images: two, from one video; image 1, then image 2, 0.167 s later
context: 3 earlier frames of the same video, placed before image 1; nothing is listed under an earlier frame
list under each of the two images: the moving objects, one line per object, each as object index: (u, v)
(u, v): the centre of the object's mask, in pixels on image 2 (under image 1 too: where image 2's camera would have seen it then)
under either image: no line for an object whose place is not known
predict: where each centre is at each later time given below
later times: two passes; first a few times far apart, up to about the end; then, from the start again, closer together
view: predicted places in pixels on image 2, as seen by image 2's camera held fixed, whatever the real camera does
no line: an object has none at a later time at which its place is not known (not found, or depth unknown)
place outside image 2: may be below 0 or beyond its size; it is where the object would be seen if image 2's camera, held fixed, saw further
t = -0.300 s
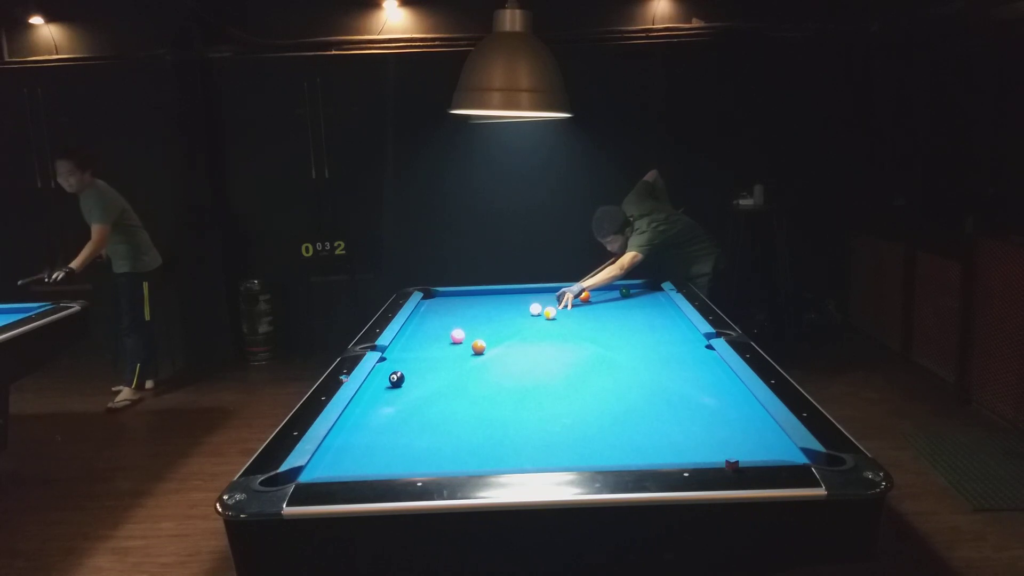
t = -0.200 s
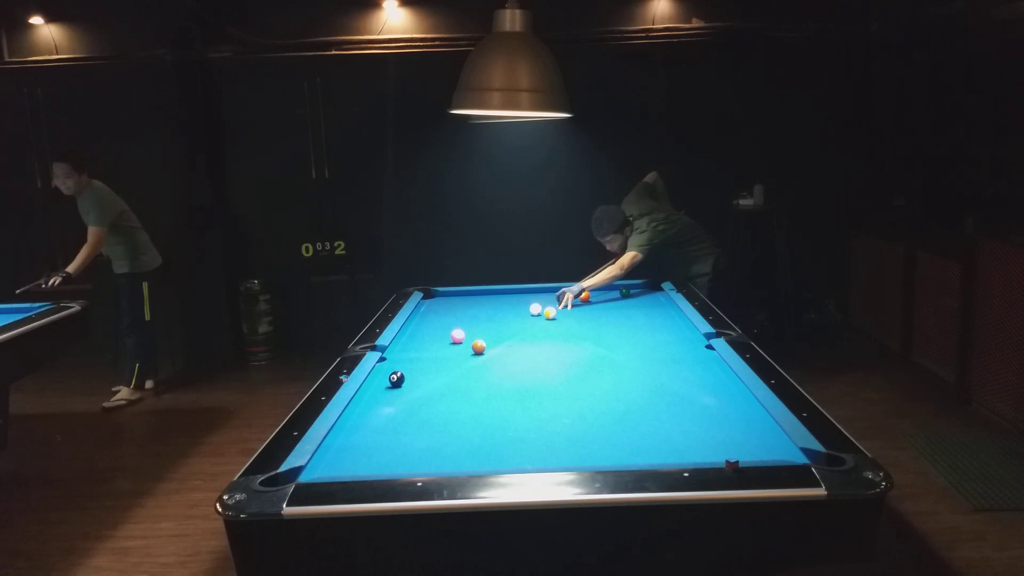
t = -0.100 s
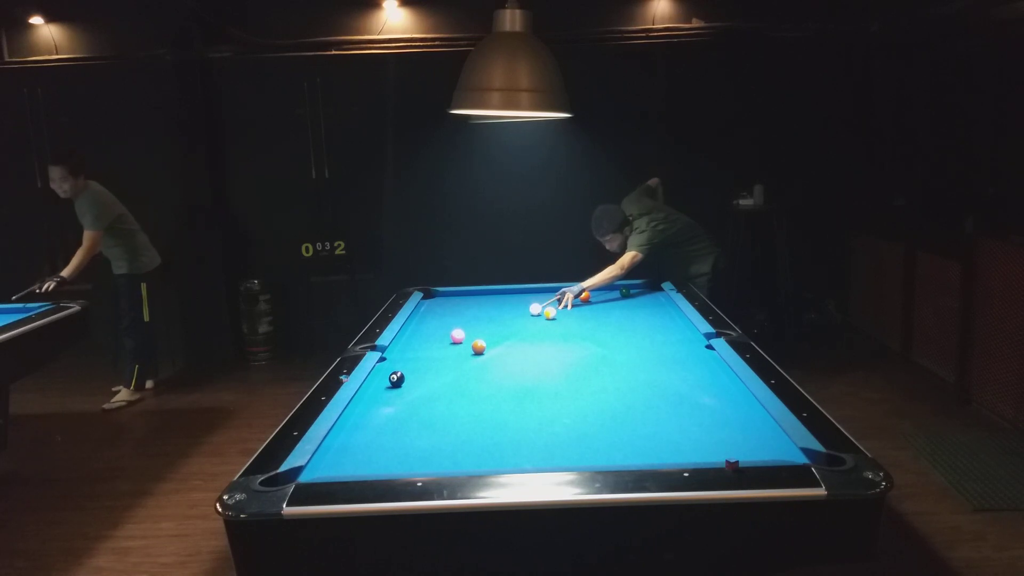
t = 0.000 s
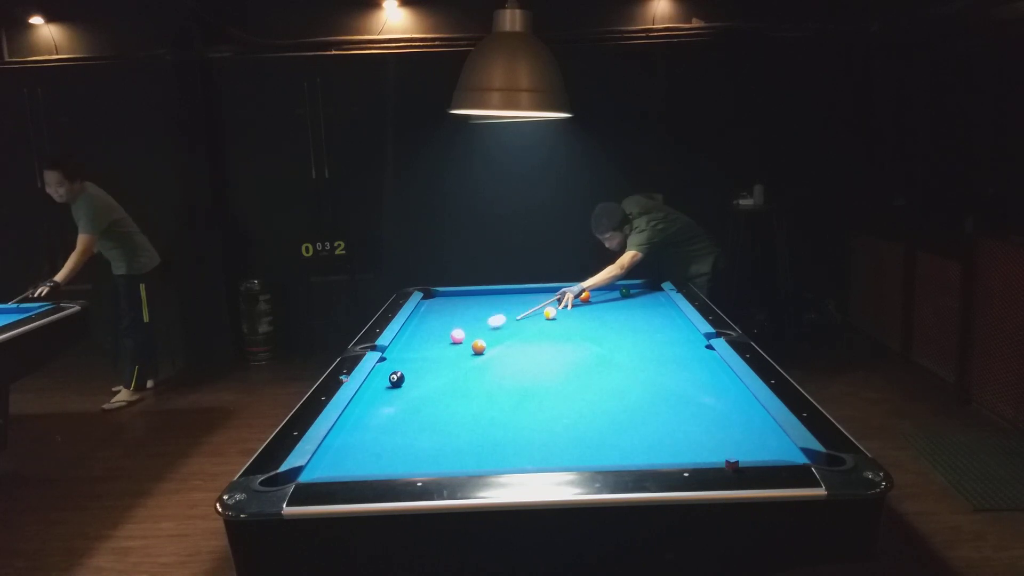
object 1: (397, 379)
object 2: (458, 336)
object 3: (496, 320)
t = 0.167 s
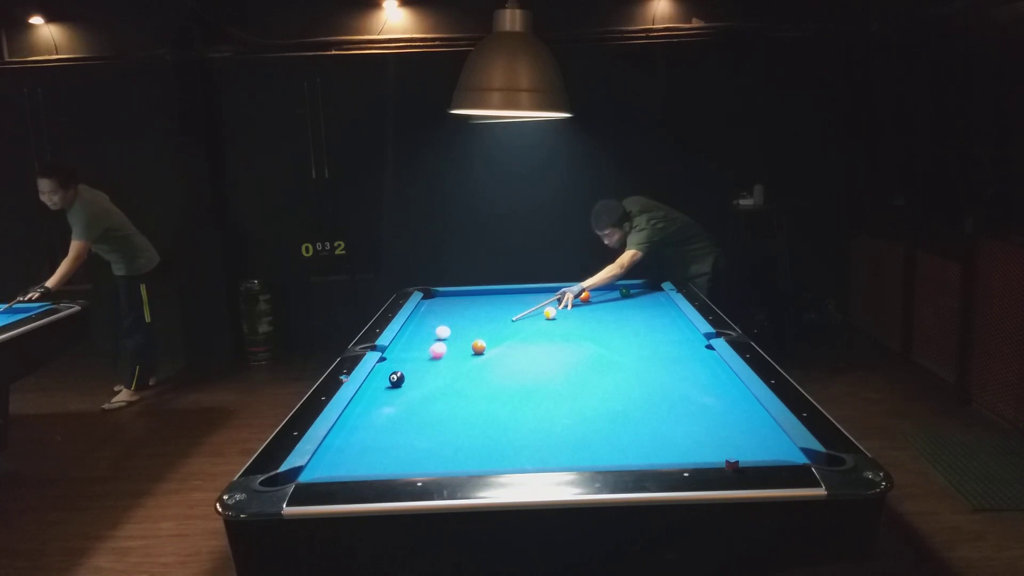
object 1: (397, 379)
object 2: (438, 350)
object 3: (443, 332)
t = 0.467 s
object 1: (368, 404)
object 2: (417, 378)
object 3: (414, 329)
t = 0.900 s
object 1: (412, 450)
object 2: (438, 390)
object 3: (458, 316)
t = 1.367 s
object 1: (482, 450)
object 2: (460, 403)
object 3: (496, 304)
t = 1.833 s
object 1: (547, 422)
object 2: (481, 416)
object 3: (528, 295)
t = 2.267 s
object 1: (595, 401)
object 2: (499, 428)
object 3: (551, 289)
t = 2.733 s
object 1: (637, 384)
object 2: (518, 440)
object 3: (568, 292)
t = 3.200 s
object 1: (670, 370)
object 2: (534, 450)
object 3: (580, 293)
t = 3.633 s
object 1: (696, 360)
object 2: (546, 457)
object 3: (584, 293)
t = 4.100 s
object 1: (703, 352)
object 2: (555, 460)
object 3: (585, 294)
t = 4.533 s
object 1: (689, 349)
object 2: (558, 461)
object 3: (585, 294)
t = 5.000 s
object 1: (678, 347)
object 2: (558, 461)
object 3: (586, 294)
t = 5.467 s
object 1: (670, 345)
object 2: (558, 461)
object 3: (586, 294)
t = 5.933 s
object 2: (558, 461)
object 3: (585, 294)
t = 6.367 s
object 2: (558, 461)
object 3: (585, 294)
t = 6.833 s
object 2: (558, 461)
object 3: (585, 294)
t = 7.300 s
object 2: (558, 461)
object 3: (585, 294)
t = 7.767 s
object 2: (558, 461)
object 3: (585, 294)
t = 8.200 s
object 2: (558, 461)
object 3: (585, 294)
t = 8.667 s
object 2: (558, 461)
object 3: (585, 294)
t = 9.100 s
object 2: (558, 461)
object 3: (585, 294)
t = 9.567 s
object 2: (558, 461)
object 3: (585, 294)
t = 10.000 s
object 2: (558, 461)
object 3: (585, 294)
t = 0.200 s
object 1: (397, 379)
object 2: (430, 356)
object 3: (436, 332)
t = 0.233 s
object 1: (397, 379)
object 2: (422, 362)
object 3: (430, 332)
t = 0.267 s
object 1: (397, 379)
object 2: (415, 367)
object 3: (424, 332)
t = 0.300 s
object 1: (396, 379)
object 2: (408, 373)
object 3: (418, 332)
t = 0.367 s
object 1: (374, 390)
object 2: (411, 375)
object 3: (405, 332)
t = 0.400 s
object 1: (362, 397)
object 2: (414, 376)
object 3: (407, 331)
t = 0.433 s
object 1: (364, 400)
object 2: (415, 377)
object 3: (411, 330)
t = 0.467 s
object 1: (368, 404)
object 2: (417, 378)
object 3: (414, 329)
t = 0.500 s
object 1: (372, 407)
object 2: (419, 379)
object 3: (418, 328)
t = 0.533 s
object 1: (375, 410)
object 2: (420, 380)
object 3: (422, 327)
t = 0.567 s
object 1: (378, 414)
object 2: (422, 381)
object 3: (425, 325)
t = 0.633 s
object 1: (384, 420)
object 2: (425, 382)
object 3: (432, 323)
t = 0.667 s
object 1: (387, 424)
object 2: (427, 383)
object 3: (435, 322)
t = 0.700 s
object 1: (391, 427)
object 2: (428, 384)
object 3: (439, 321)
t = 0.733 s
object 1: (394, 431)
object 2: (430, 385)
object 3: (442, 320)
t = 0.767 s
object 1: (397, 435)
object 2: (431, 386)
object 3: (445, 319)
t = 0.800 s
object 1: (401, 438)
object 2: (433, 387)
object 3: (449, 318)
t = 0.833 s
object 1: (404, 442)
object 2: (434, 388)
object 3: (452, 317)
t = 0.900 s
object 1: (412, 450)
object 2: (438, 390)
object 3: (458, 316)
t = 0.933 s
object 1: (415, 453)
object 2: (439, 391)
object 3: (461, 315)
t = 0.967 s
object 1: (419, 457)
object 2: (441, 392)
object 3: (464, 314)
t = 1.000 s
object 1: (423, 461)
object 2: (443, 393)
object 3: (467, 313)
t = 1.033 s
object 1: (427, 463)
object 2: (444, 394)
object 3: (470, 312)
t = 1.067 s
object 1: (431, 465)
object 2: (446, 395)
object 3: (472, 311)
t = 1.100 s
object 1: (437, 465)
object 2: (447, 396)
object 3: (475, 310)
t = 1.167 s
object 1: (449, 463)
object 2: (450, 398)
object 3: (481, 309)
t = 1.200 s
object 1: (455, 461)
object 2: (452, 399)
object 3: (483, 308)
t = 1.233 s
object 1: (461, 460)
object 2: (454, 400)
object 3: (486, 307)
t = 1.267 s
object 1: (466, 458)
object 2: (455, 401)
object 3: (488, 306)
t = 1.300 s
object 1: (472, 456)
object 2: (457, 402)
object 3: (491, 306)
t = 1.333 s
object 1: (477, 453)
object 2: (458, 403)
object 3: (494, 305)
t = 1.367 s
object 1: (482, 450)
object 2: (460, 403)
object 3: (496, 304)
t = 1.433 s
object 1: (493, 446)
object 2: (463, 405)
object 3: (501, 303)
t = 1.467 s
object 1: (498, 444)
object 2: (464, 406)
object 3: (503, 302)
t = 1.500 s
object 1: (503, 442)
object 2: (466, 407)
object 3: (506, 301)
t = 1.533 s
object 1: (508, 440)
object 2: (468, 408)
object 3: (508, 301)
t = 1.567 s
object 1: (512, 438)
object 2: (469, 409)
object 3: (510, 300)
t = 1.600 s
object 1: (517, 436)
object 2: (471, 410)
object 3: (513, 299)
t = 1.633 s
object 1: (522, 434)
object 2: (472, 411)
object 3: (515, 298)
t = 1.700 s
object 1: (530, 430)
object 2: (475, 413)
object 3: (520, 297)
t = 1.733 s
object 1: (535, 428)
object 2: (477, 414)
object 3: (522, 297)
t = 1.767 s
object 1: (539, 426)
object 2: (478, 415)
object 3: (524, 296)
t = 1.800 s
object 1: (543, 424)
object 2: (480, 416)
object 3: (526, 295)
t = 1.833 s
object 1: (547, 422)
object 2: (481, 416)
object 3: (528, 295)
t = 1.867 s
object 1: (551, 420)
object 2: (483, 417)
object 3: (530, 294)
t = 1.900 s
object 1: (555, 419)
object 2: (484, 418)
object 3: (532, 294)
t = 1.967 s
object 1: (563, 415)
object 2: (487, 420)
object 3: (536, 292)
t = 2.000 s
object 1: (567, 414)
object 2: (488, 421)
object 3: (538, 292)
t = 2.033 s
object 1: (571, 412)
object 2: (490, 422)
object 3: (540, 291)
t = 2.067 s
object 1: (574, 411)
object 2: (491, 423)
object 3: (542, 291)
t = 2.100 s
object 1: (578, 409)
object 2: (493, 424)
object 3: (544, 290)
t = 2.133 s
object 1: (582, 408)
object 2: (494, 425)
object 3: (545, 289)
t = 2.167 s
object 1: (585, 406)
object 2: (495, 426)
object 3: (547, 289)
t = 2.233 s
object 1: (592, 403)
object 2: (498, 427)
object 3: (550, 289)
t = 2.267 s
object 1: (595, 401)
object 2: (499, 428)
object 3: (551, 289)
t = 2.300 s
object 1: (598, 400)
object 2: (501, 429)
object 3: (553, 289)
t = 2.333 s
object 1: (602, 399)
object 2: (502, 430)
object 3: (554, 290)
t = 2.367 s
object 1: (605, 398)
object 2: (503, 431)
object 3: (555, 290)
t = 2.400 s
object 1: (608, 396)
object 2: (505, 432)
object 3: (556, 290)
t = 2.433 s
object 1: (611, 395)
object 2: (506, 433)
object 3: (558, 290)
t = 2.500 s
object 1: (617, 392)
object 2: (509, 434)
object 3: (560, 291)
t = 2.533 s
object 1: (620, 391)
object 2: (510, 435)
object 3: (561, 291)
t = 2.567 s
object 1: (623, 390)
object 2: (511, 436)
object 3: (563, 291)
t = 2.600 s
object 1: (626, 389)
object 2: (513, 437)
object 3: (564, 291)
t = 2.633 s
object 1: (629, 388)
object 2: (514, 438)
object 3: (565, 292)
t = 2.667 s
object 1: (631, 387)
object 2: (515, 438)
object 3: (566, 292)
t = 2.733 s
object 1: (637, 384)
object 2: (518, 440)
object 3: (568, 292)
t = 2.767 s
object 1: (639, 383)
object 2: (519, 441)
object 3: (570, 292)
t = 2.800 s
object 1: (642, 382)
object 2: (520, 441)
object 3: (571, 292)
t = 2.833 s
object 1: (644, 381)
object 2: (521, 442)
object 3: (572, 293)
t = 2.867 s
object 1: (647, 380)
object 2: (523, 443)
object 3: (573, 293)
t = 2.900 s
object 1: (649, 379)
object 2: (524, 444)
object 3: (574, 293)
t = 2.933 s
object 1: (652, 378)
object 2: (525, 444)
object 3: (575, 293)
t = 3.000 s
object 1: (657, 376)
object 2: (527, 446)
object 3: (576, 293)
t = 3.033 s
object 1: (659, 375)
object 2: (528, 447)
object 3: (577, 293)
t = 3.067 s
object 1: (662, 374)
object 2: (529, 447)
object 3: (578, 293)
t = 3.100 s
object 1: (664, 373)
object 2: (531, 448)
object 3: (578, 293)
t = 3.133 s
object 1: (666, 372)
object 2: (532, 449)
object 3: (579, 293)
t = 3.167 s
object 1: (668, 371)
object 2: (533, 449)
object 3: (579, 293)
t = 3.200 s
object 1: (670, 370)
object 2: (534, 450)
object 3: (580, 293)
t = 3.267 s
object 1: (675, 369)
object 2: (536, 451)
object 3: (581, 293)
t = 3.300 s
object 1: (677, 368)
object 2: (537, 452)
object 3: (581, 293)
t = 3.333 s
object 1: (679, 367)
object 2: (538, 453)
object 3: (581, 293)
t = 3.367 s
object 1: (681, 366)
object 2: (539, 453)
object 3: (582, 293)
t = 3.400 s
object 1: (683, 365)
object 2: (540, 454)
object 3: (582, 293)
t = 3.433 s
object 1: (685, 364)
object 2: (541, 455)
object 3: (582, 293)
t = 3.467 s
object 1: (687, 364)
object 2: (542, 455)
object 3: (583, 293)
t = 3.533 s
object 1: (691, 362)
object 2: (543, 456)
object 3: (583, 293)
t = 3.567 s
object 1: (692, 361)
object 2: (544, 456)
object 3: (583, 293)
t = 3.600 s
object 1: (694, 361)
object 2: (545, 456)
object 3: (584, 293)
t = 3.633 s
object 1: (696, 360)
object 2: (546, 457)
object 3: (584, 293)
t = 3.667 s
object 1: (698, 359)
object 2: (547, 457)
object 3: (584, 293)
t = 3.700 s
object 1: (700, 358)
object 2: (547, 457)
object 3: (584, 293)
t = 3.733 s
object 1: (701, 358)
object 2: (548, 458)
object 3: (584, 293)
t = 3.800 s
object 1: (705, 356)
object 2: (549, 458)
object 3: (585, 293)
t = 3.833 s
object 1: (706, 356)
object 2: (550, 459)
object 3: (585, 293)
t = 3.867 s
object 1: (708, 355)
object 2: (551, 459)
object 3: (585, 293)
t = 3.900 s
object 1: (710, 354)
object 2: (552, 459)
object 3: (585, 293)
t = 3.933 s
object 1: (709, 354)
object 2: (552, 459)
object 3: (585, 293)
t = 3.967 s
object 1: (708, 353)
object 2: (553, 459)
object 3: (585, 293)
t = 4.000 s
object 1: (707, 353)
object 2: (554, 460)
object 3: (585, 293)
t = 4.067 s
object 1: (705, 352)
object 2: (555, 460)
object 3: (585, 294)
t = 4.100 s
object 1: (703, 352)
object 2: (555, 460)
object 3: (585, 294)
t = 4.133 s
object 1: (702, 352)
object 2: (556, 460)
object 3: (585, 294)
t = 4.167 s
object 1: (701, 352)
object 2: (556, 461)
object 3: (585, 294)
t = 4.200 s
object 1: (700, 351)
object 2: (557, 461)
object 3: (585, 294)
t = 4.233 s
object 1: (698, 351)
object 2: (557, 461)
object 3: (585, 294)
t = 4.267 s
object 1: (697, 351)
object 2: (557, 461)
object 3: (585, 294)
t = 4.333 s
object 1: (695, 351)
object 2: (558, 461)
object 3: (585, 294)
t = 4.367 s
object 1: (694, 350)
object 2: (558, 461)
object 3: (585, 294)
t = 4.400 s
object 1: (693, 350)
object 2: (558, 461)
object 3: (585, 294)
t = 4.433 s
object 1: (692, 350)
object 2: (558, 461)
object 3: (585, 294)
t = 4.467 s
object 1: (691, 349)
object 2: (558, 461)
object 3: (585, 294)
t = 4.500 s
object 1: (690, 349)
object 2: (558, 461)
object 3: (585, 294)
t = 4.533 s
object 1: (689, 349)
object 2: (558, 461)
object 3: (585, 294)
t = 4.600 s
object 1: (687, 349)
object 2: (558, 461)
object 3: (585, 294)
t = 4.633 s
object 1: (686, 348)
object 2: (558, 461)
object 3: (585, 294)
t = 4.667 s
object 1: (685, 348)
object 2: (558, 461)
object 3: (585, 294)
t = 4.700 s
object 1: (684, 348)
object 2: (558, 461)
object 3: (585, 294)
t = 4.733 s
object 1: (684, 348)
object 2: (558, 461)
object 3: (586, 294)
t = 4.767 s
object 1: (682, 348)
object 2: (558, 461)
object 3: (585, 294)
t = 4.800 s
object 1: (682, 348)
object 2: (558, 461)
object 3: (586, 294)
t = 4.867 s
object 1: (680, 347)
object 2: (558, 461)
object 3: (585, 294)
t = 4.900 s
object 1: (680, 347)
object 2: (558, 461)
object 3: (586, 294)
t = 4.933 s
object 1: (679, 347)
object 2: (558, 461)
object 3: (585, 294)
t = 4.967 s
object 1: (678, 347)
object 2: (558, 461)
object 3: (585, 294)
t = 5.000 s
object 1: (678, 347)
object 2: (558, 461)
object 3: (586, 294)
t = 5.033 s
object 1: (677, 347)
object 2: (558, 461)
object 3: (585, 294)
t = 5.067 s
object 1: (677, 347)
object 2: (558, 461)
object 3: (586, 294)
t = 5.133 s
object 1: (675, 346)
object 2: (558, 461)
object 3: (585, 294)
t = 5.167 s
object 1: (674, 346)
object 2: (558, 461)
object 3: (585, 294)
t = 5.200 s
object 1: (674, 346)
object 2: (558, 461)
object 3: (585, 294)
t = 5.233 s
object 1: (673, 346)
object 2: (558, 461)
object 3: (585, 294)
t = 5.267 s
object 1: (673, 346)
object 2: (558, 461)
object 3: (585, 294)
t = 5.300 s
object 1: (672, 346)
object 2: (558, 461)
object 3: (585, 294)
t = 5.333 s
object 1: (672, 346)
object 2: (558, 461)
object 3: (585, 294)
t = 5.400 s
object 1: (671, 346)
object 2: (558, 461)
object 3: (585, 294)
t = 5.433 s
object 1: (671, 346)
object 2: (558, 461)
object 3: (585, 294)
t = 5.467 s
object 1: (670, 345)
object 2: (558, 461)
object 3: (586, 294)
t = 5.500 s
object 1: (670, 345)
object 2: (558, 461)
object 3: (586, 294)
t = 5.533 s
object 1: (670, 345)
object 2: (558, 461)
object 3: (585, 294)
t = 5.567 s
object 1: (669, 345)
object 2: (558, 461)
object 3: (585, 294)
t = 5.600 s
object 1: (669, 345)
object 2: (558, 461)
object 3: (585, 294)
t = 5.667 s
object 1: (668, 345)
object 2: (558, 461)
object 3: (585, 294)
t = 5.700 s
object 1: (668, 345)
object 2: (558, 461)
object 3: (585, 294)
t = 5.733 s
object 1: (668, 345)
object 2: (558, 461)
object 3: (585, 294)
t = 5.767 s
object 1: (668, 345)
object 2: (558, 461)
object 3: (585, 294)
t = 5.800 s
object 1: (667, 345)
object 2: (558, 461)
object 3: (585, 294)
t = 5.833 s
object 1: (667, 345)
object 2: (558, 461)
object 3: (585, 294)
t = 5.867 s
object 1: (667, 345)
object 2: (558, 461)
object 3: (585, 294)
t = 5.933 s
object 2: (558, 461)
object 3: (585, 294)
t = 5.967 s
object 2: (558, 461)
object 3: (585, 294)
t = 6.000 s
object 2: (558, 461)
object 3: (585, 294)
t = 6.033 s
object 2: (558, 461)
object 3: (585, 294)
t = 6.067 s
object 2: (558, 461)
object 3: (585, 294)
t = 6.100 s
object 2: (558, 461)
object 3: (585, 294)
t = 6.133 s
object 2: (558, 461)
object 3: (585, 294)
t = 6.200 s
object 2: (558, 461)
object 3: (585, 294)
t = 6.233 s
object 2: (558, 461)
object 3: (585, 294)
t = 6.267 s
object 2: (558, 461)
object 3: (585, 294)
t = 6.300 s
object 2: (558, 461)
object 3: (585, 294)
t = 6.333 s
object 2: (558, 461)
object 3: (585, 294)
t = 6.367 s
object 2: (558, 461)
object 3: (585, 294)
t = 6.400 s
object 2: (558, 461)
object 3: (585, 294)
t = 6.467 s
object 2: (558, 461)
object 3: (585, 294)
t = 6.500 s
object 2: (558, 461)
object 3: (585, 294)
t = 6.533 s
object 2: (558, 461)
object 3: (585, 294)
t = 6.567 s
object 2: (558, 461)
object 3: (585, 294)
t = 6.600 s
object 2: (558, 461)
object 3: (585, 294)
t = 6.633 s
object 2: (558, 461)
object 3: (585, 294)
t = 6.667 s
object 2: (558, 461)
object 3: (585, 294)
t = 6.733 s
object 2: (558, 461)
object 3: (585, 294)
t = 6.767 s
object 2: (558, 461)
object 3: (585, 294)
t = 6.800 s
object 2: (558, 461)
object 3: (585, 294)
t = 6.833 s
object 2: (558, 461)
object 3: (585, 294)
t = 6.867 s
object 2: (558, 461)
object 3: (585, 294)
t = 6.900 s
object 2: (558, 461)
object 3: (585, 294)
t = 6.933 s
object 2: (558, 461)
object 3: (585, 294)
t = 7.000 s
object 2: (558, 461)
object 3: (585, 294)
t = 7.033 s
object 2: (558, 461)
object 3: (585, 294)
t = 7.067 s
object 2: (558, 461)
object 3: (585, 294)
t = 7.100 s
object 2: (558, 461)
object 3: (585, 294)
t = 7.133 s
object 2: (558, 461)
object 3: (585, 294)
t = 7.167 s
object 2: (558, 461)
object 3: (585, 294)
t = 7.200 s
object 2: (558, 461)
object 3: (585, 294)
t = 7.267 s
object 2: (558, 461)
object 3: (585, 294)
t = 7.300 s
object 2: (558, 461)
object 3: (585, 294)
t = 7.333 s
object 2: (558, 461)
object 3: (585, 294)
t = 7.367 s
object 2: (558, 461)
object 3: (585, 294)
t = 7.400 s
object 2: (558, 461)
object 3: (585, 294)
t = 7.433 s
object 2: (558, 461)
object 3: (585, 294)
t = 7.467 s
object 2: (558, 461)
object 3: (585, 294)
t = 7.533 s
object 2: (558, 461)
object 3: (585, 294)
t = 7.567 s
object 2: (558, 461)
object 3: (585, 294)
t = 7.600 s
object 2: (558, 461)
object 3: (585, 294)
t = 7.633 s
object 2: (558, 461)
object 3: (585, 294)
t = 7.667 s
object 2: (558, 461)
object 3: (585, 294)
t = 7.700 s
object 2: (558, 461)
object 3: (585, 294)
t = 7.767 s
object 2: (558, 461)
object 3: (585, 294)
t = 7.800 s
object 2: (558, 461)
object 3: (585, 294)
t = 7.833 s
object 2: (558, 461)
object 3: (585, 294)
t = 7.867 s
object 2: (558, 461)
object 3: (585, 294)
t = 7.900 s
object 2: (558, 461)
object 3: (585, 294)
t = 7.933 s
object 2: (558, 461)
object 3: (585, 294)
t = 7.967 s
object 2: (558, 461)
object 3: (585, 294)
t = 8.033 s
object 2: (558, 461)
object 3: (585, 294)
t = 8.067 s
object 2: (558, 461)
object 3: (585, 294)
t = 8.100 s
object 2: (558, 461)
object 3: (585, 294)
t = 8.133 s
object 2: (558, 461)
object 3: (585, 294)
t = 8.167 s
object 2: (558, 461)
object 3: (585, 294)
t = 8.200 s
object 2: (558, 461)
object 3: (585, 294)
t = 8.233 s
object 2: (558, 461)
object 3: (585, 294)
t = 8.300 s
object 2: (558, 461)
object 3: (585, 294)
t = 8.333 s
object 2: (558, 461)
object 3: (585, 294)
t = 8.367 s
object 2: (558, 461)
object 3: (585, 294)
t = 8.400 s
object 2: (558, 461)
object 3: (585, 294)
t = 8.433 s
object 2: (558, 461)
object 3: (585, 294)
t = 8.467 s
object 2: (558, 461)
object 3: (585, 294)
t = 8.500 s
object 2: (558, 461)
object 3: (585, 294)
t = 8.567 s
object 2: (558, 461)
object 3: (585, 294)
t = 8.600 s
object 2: (558, 461)
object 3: (585, 294)
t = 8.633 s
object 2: (558, 461)
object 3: (585, 294)
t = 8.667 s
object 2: (558, 461)
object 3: (585, 294)
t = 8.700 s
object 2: (558, 461)
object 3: (585, 294)
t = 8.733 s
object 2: (558, 461)
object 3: (585, 294)
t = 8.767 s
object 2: (558, 461)
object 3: (585, 294)
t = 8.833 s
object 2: (558, 461)
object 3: (585, 294)
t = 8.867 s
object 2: (558, 461)
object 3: (585, 294)
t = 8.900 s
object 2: (558, 461)
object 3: (585, 294)
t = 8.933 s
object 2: (558, 461)
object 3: (585, 294)
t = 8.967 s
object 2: (558, 461)
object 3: (585, 294)
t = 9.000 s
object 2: (558, 461)
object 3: (585, 294)
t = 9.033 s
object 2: (558, 461)
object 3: (585, 294)
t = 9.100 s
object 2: (558, 461)
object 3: (585, 294)
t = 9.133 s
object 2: (558, 461)
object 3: (585, 294)
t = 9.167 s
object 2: (558, 461)
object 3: (585, 294)
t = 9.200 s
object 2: (558, 461)
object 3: (585, 294)
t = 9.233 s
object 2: (558, 461)
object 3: (585, 294)
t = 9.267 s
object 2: (558, 461)
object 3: (585, 294)
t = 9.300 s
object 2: (558, 461)
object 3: (585, 294)
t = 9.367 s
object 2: (558, 461)
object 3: (585, 294)
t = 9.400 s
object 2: (558, 461)
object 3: (585, 294)
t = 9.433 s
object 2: (558, 461)
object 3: (585, 294)
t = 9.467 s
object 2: (558, 461)
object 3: (585, 294)
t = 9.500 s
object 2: (558, 461)
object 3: (585, 294)
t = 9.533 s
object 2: (558, 461)
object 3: (585, 294)
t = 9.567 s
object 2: (558, 461)
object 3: (585, 294)
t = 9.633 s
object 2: (558, 461)
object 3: (585, 294)
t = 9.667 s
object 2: (558, 461)
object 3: (585, 294)
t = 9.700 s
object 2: (558, 461)
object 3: (585, 294)
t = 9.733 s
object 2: (558, 461)
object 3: (585, 294)
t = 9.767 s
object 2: (558, 461)
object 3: (585, 294)
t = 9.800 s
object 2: (558, 461)
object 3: (585, 294)
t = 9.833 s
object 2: (558, 461)
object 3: (585, 294)
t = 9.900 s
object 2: (558, 461)
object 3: (585, 294)
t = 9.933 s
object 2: (558, 461)
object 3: (585, 294)
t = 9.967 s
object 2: (558, 461)
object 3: (585, 294)
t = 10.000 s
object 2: (558, 461)
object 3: (585, 294)
